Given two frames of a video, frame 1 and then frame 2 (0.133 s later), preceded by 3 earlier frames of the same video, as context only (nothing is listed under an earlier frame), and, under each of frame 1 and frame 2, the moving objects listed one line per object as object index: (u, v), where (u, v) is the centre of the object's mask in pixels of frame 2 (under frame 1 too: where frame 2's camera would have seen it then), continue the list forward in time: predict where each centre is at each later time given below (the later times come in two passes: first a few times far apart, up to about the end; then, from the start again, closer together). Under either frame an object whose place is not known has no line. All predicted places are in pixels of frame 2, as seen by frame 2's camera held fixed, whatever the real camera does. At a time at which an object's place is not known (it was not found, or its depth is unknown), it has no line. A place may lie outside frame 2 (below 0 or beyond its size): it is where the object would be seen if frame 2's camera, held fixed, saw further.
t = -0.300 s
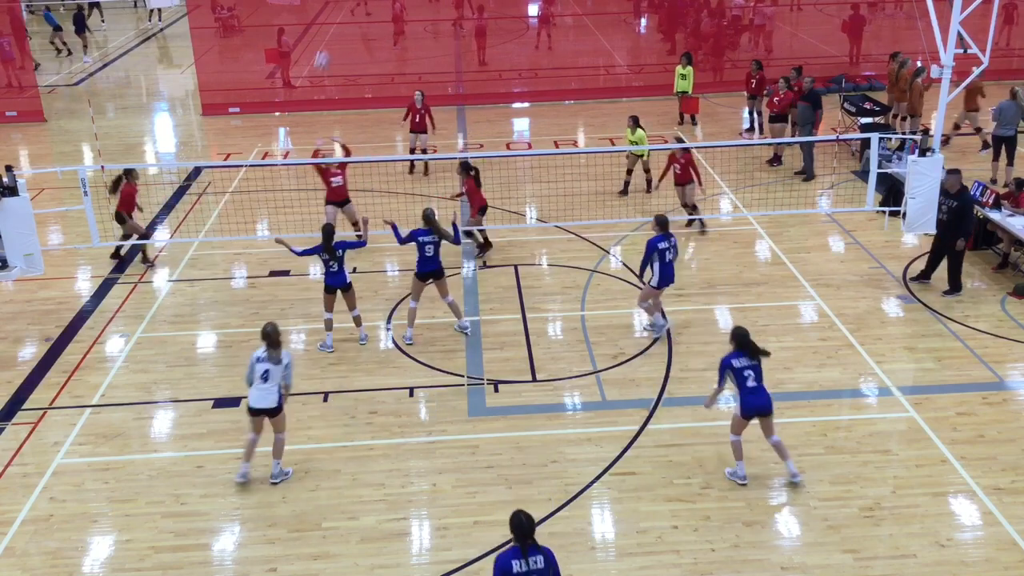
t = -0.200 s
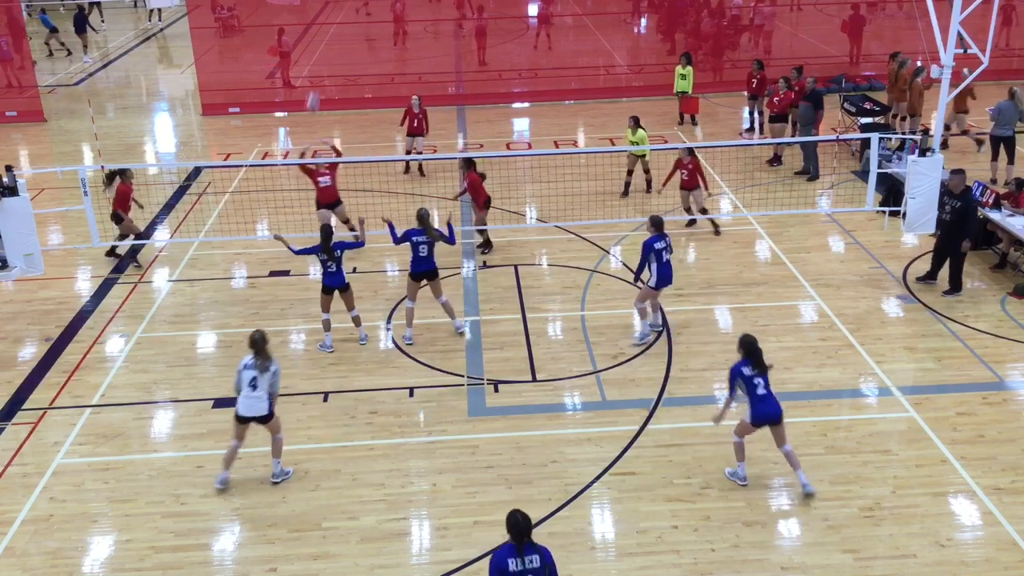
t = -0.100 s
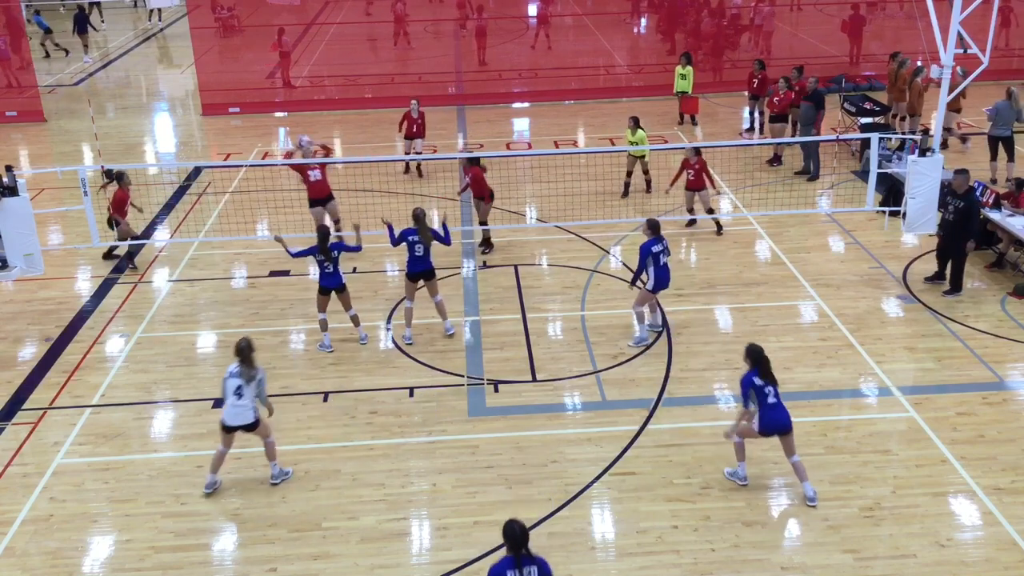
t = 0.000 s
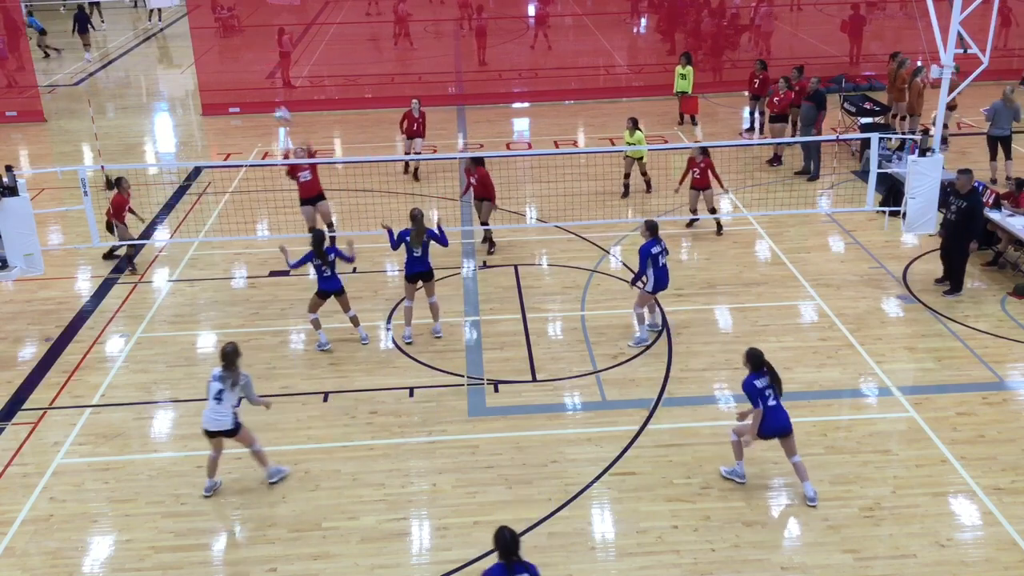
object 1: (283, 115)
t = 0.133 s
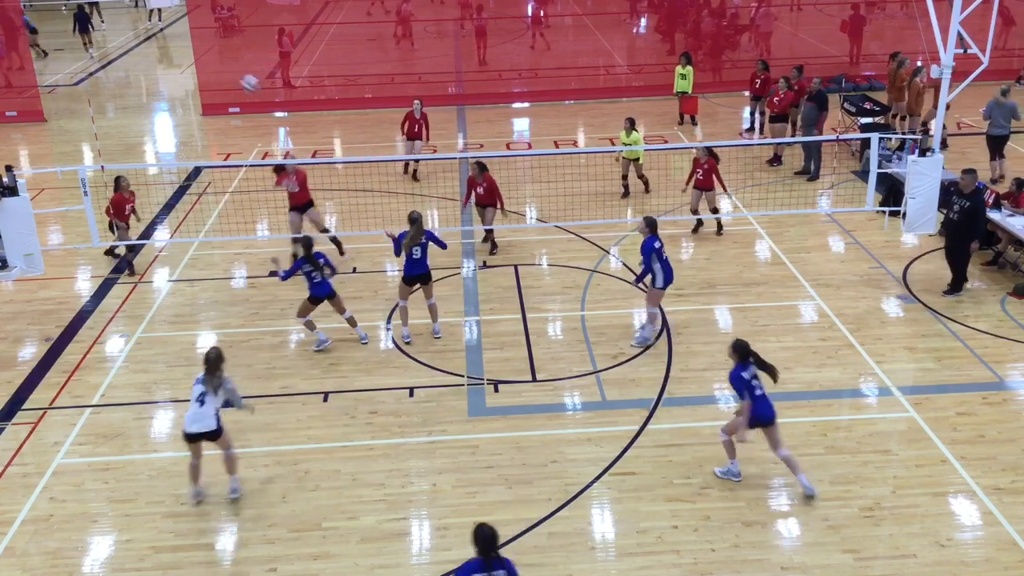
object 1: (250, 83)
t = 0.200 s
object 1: (232, 73)
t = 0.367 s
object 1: (182, 59)
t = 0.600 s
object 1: (107, 84)
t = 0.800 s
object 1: (32, 161)
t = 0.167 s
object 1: (241, 77)
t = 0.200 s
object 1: (232, 73)
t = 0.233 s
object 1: (223, 67)
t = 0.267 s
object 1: (214, 63)
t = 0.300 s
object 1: (203, 60)
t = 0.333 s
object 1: (193, 59)
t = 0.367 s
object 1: (182, 59)
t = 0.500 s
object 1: (141, 65)
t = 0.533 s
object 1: (129, 70)
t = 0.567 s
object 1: (118, 76)
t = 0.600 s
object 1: (107, 84)
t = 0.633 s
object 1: (94, 90)
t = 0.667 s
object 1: (82, 102)
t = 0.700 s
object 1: (70, 114)
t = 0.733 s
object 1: (56, 129)
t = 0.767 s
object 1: (44, 144)
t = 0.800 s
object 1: (32, 161)
